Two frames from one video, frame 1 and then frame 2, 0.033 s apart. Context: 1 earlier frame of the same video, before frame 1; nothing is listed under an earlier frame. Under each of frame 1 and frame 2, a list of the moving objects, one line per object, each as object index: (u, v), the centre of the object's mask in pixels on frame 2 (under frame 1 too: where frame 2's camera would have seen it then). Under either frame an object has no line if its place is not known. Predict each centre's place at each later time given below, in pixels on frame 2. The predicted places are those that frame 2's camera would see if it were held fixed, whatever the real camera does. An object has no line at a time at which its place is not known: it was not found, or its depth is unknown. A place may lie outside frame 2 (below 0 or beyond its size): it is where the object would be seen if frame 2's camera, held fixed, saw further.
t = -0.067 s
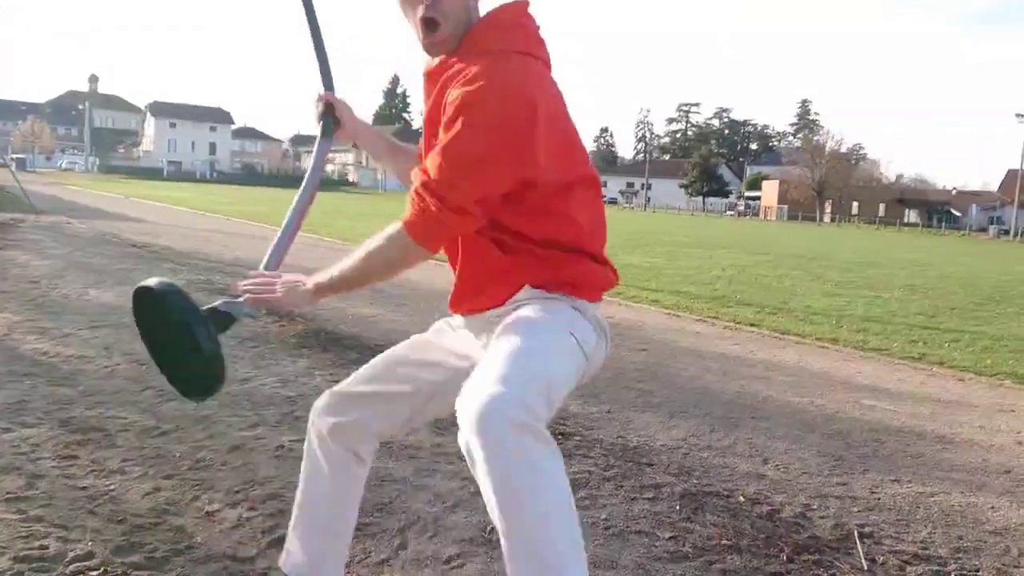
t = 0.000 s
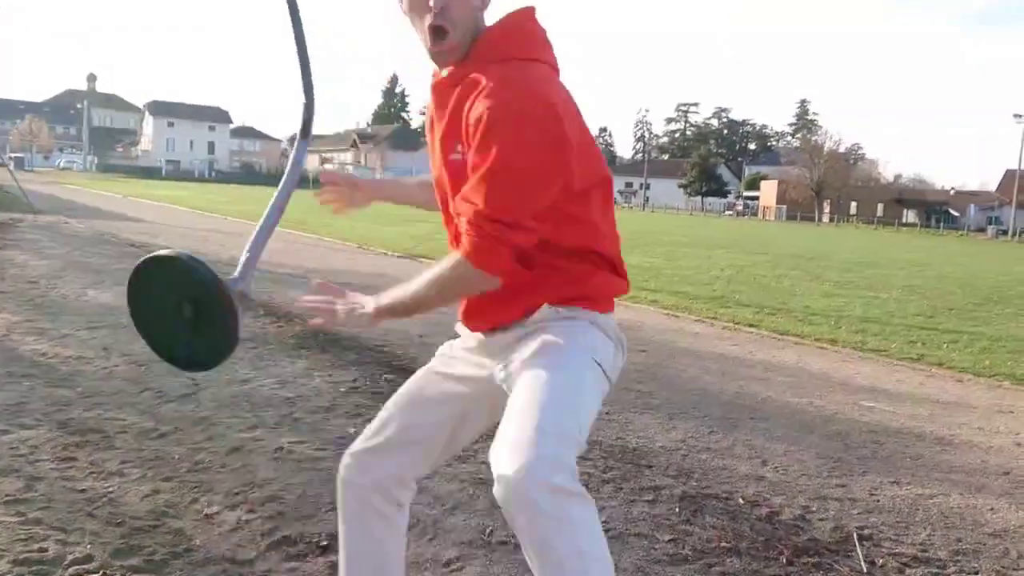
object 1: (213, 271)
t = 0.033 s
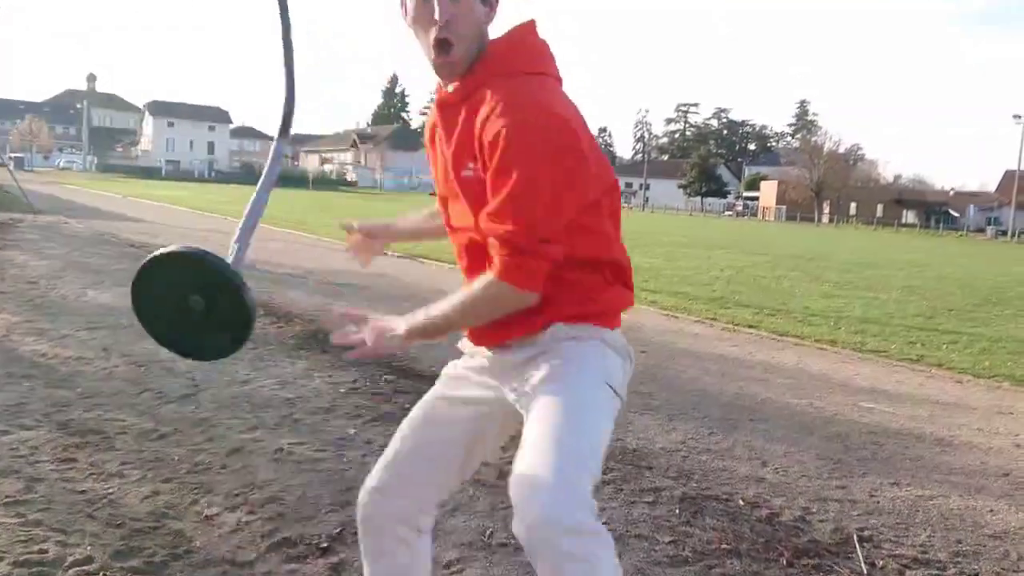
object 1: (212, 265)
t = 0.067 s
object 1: (216, 258)
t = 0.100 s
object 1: (222, 249)
